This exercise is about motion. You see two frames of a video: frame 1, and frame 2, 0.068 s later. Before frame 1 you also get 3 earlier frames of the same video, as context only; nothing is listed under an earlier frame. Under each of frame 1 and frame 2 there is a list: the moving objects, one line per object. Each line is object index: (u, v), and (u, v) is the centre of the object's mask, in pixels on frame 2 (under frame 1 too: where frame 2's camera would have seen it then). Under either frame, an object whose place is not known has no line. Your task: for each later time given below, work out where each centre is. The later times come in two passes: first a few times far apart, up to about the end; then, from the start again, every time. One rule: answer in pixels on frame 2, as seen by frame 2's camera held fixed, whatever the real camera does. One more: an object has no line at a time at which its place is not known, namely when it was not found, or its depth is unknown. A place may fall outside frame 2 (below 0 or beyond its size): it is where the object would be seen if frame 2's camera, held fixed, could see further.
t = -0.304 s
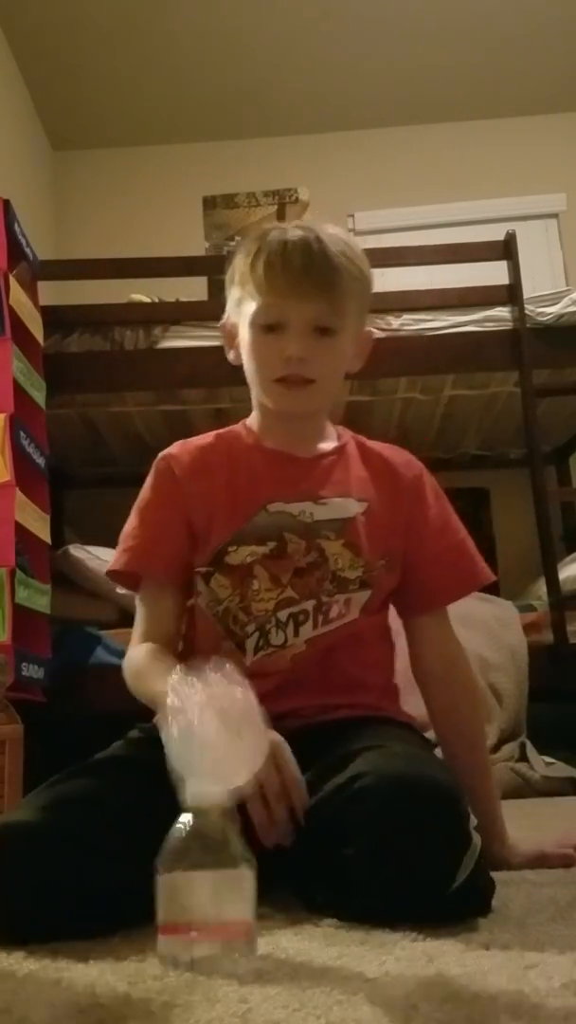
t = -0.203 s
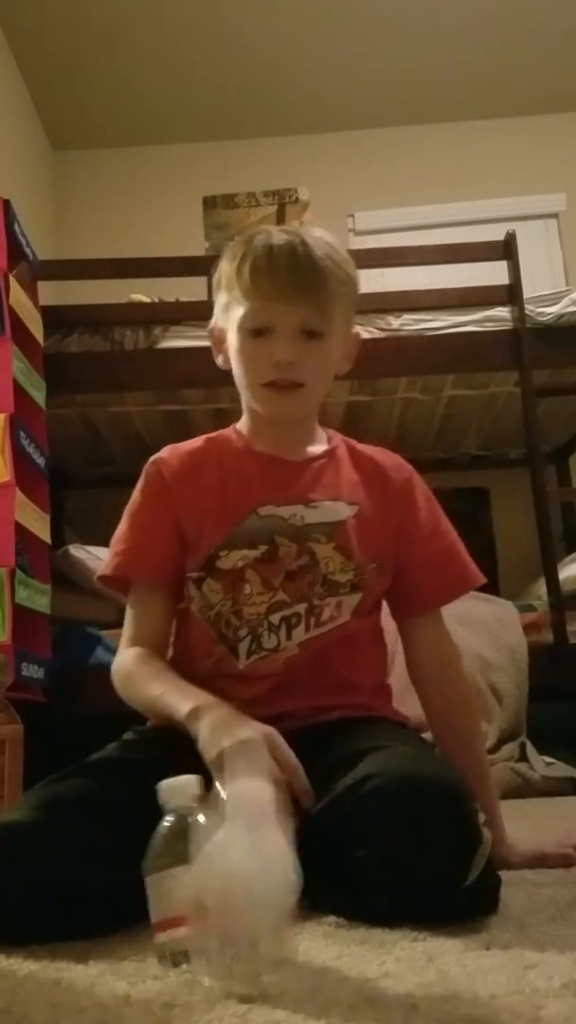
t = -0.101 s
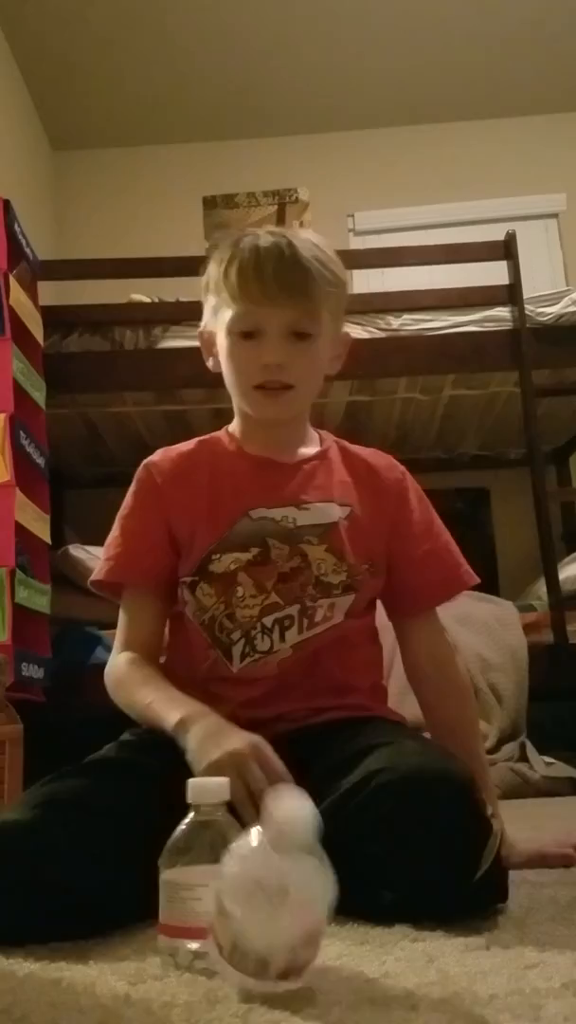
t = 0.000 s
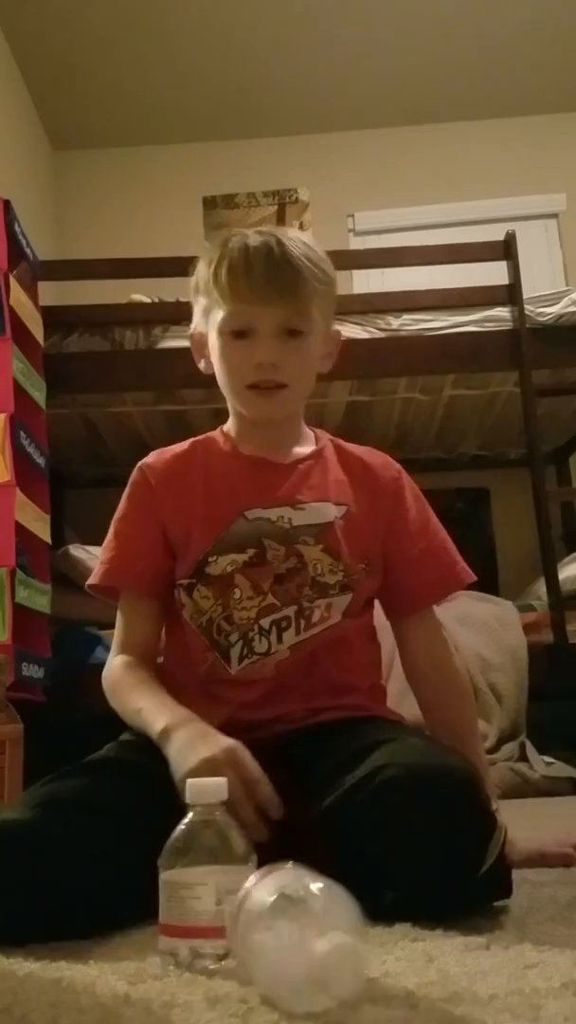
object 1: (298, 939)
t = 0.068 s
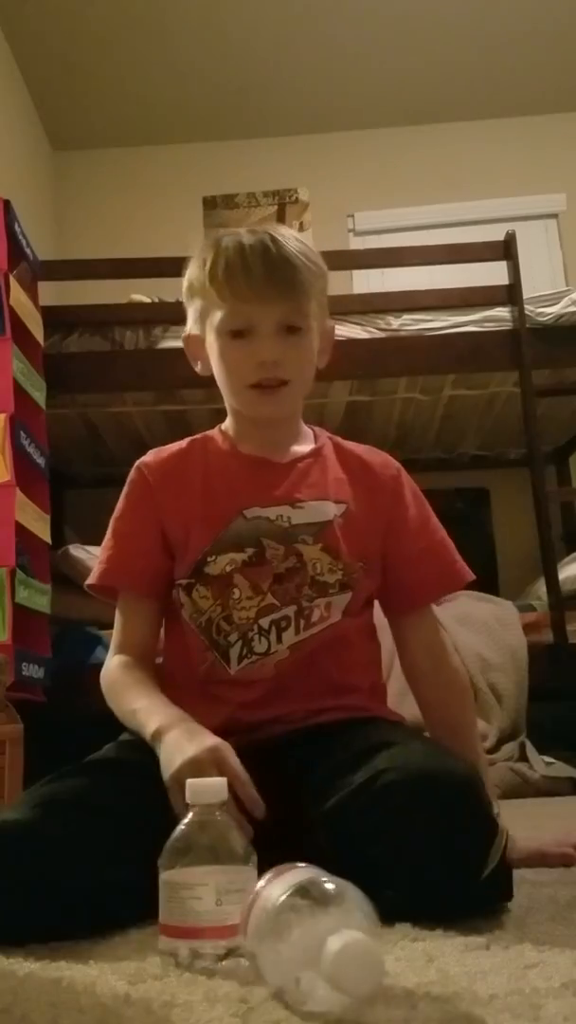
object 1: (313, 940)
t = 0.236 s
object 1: (321, 941)
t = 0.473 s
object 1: (314, 938)
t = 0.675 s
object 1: (315, 938)
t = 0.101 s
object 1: (317, 940)
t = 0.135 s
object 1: (318, 934)
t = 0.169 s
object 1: (318, 939)
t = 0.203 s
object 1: (319, 940)
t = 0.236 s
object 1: (321, 941)
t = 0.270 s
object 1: (320, 941)
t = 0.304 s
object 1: (317, 942)
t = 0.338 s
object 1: (315, 940)
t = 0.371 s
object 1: (314, 937)
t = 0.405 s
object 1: (314, 937)
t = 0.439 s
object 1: (314, 938)
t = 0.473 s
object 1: (314, 938)
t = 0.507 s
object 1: (315, 938)
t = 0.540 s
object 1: (315, 938)
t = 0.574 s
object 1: (315, 938)
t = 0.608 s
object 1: (315, 938)
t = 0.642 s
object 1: (315, 938)
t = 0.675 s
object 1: (315, 938)
